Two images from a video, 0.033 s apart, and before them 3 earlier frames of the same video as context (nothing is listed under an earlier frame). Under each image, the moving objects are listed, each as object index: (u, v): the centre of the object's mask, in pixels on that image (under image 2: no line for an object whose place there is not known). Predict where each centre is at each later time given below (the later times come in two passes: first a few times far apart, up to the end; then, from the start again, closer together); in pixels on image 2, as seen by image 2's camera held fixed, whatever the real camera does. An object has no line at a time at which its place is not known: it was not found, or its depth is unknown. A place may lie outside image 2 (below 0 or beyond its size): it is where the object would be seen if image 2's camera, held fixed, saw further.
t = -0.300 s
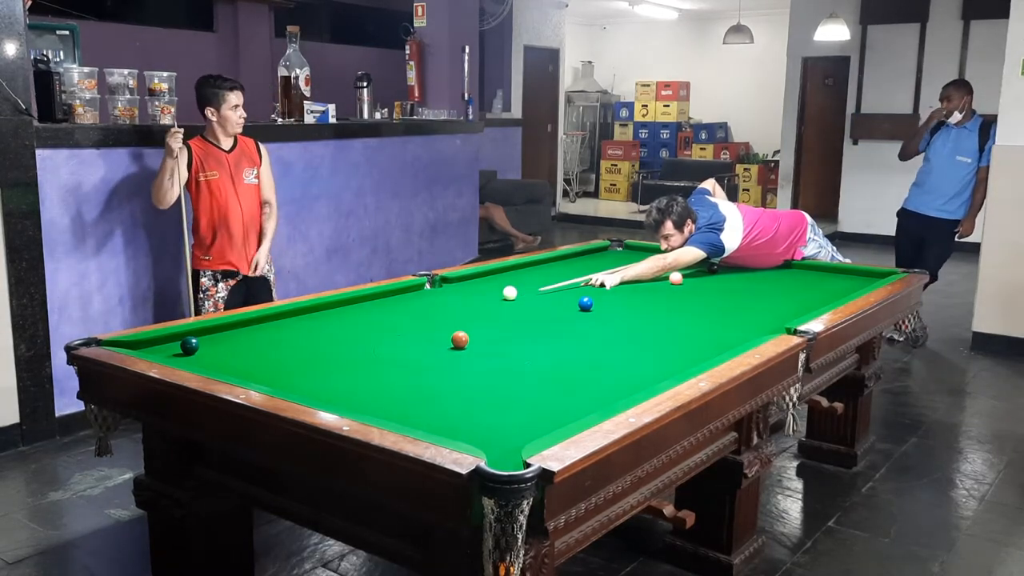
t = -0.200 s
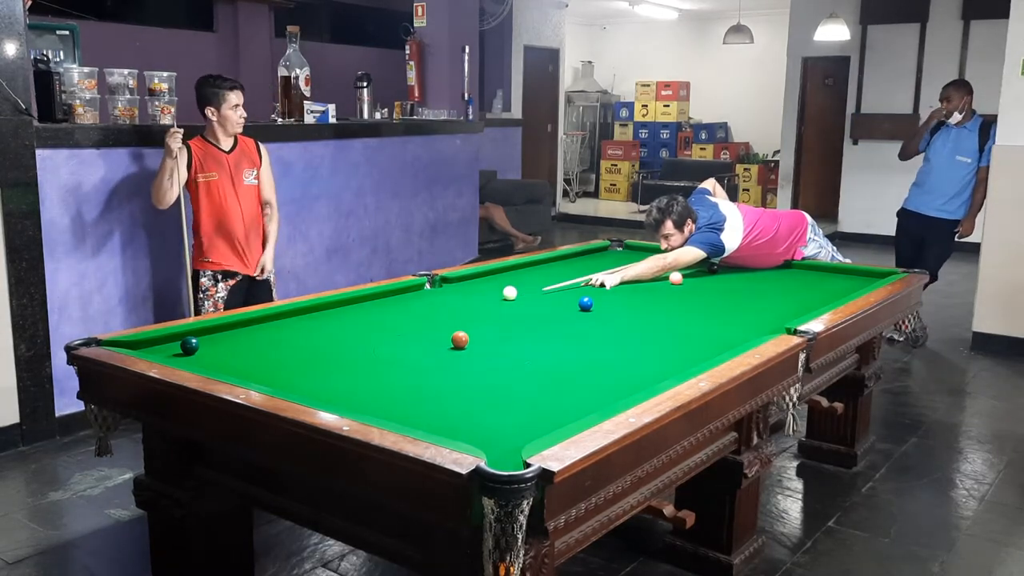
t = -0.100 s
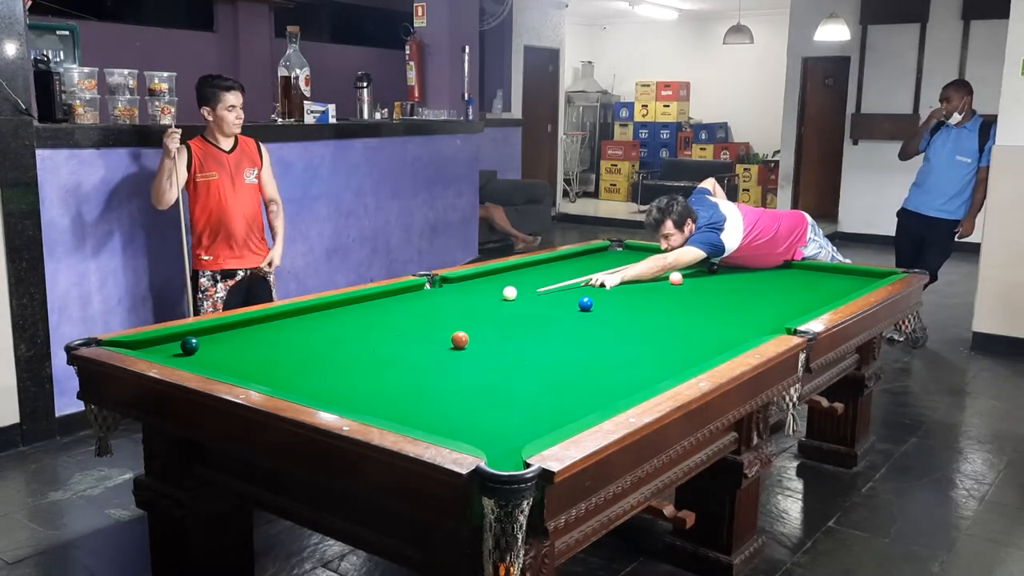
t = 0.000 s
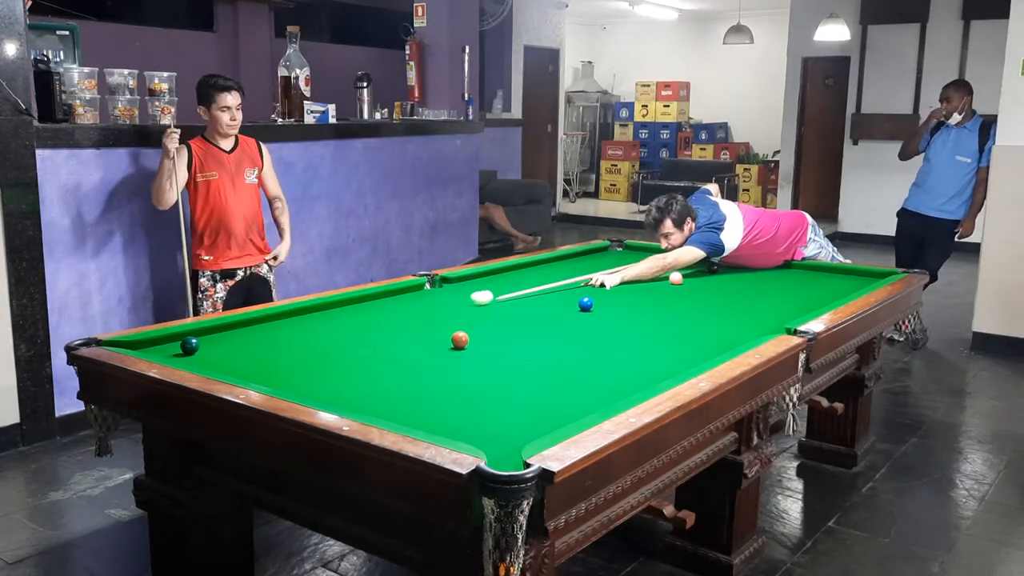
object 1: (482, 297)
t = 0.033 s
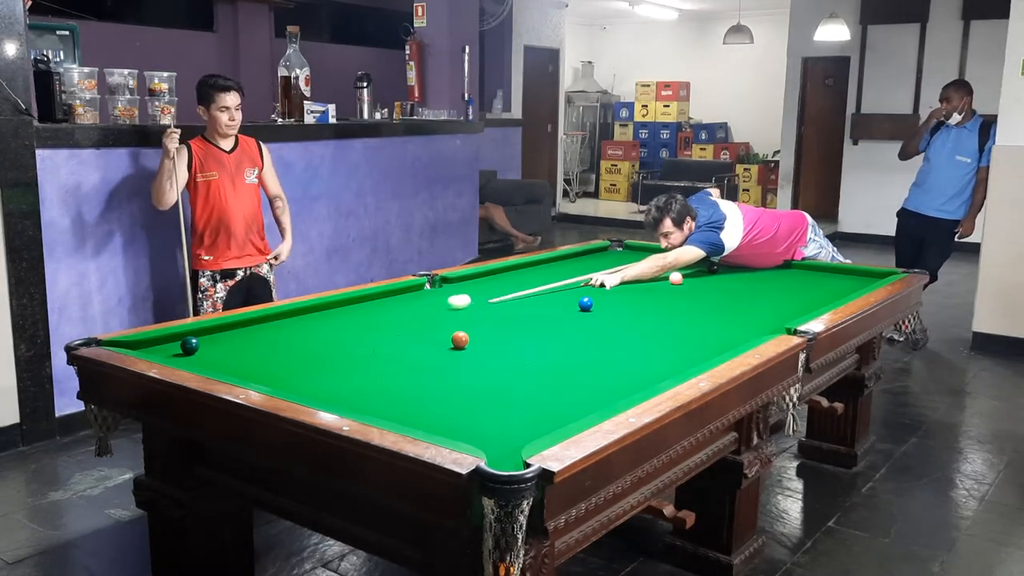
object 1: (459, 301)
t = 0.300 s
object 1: (262, 335)
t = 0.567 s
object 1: (194, 361)
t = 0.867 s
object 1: (273, 368)
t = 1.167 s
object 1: (353, 372)
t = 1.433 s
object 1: (421, 375)
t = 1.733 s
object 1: (496, 378)
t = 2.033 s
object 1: (567, 382)
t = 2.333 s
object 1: (634, 384)
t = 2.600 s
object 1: (639, 378)
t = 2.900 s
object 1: (624, 366)
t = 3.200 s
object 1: (610, 356)
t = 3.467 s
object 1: (601, 349)
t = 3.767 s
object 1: (591, 342)
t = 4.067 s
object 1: (584, 337)
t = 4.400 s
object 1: (576, 332)
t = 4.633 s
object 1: (573, 330)
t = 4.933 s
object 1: (569, 327)
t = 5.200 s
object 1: (567, 326)
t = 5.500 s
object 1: (566, 326)
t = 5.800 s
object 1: (566, 326)
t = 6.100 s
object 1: (566, 326)
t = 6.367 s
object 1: (566, 326)
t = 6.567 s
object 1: (567, 326)
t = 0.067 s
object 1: (436, 305)
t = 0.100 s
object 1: (412, 309)
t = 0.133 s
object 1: (388, 313)
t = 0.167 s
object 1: (363, 318)
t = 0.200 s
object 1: (338, 322)
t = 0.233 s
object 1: (313, 326)
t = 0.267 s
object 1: (287, 331)
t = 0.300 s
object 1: (262, 335)
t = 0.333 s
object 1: (235, 340)
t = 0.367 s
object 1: (210, 345)
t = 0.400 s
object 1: (206, 348)
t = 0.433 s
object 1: (203, 352)
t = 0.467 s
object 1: (200, 355)
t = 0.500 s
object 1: (198, 358)
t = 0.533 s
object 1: (196, 359)
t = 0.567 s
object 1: (194, 361)
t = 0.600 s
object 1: (199, 362)
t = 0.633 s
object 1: (209, 364)
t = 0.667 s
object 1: (218, 365)
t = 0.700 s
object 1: (227, 366)
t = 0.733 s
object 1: (236, 367)
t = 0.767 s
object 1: (245, 367)
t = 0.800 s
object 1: (254, 368)
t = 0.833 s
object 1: (263, 368)
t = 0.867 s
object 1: (273, 368)
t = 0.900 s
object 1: (282, 369)
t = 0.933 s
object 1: (290, 369)
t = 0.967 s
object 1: (300, 370)
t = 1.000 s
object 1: (308, 370)
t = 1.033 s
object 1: (317, 371)
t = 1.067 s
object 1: (326, 371)
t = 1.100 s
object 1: (335, 371)
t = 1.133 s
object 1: (344, 372)
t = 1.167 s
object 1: (353, 372)
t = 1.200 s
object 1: (362, 373)
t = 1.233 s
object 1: (371, 373)
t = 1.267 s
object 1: (379, 373)
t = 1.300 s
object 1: (387, 374)
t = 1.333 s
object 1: (395, 374)
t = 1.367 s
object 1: (404, 375)
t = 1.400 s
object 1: (412, 375)
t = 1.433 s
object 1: (421, 375)
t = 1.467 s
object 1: (430, 376)
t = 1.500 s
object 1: (438, 376)
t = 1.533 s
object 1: (447, 376)
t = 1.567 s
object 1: (455, 377)
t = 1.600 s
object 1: (463, 377)
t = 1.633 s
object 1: (471, 377)
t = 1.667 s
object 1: (480, 378)
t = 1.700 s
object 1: (488, 378)
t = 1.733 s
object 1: (496, 378)
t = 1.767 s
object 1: (504, 379)
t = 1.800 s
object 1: (512, 379)
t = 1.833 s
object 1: (520, 379)
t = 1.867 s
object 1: (527, 380)
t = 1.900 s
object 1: (536, 380)
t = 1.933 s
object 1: (543, 381)
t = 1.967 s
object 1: (551, 381)
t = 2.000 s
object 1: (559, 381)
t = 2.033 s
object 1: (567, 382)
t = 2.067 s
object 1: (574, 382)
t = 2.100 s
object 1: (582, 382)
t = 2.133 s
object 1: (590, 383)
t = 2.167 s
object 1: (597, 383)
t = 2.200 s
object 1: (605, 383)
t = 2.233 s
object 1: (612, 384)
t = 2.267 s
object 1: (620, 384)
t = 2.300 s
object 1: (627, 384)
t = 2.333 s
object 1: (634, 384)
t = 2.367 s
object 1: (641, 383)
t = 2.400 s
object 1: (648, 382)
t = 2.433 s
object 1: (648, 381)
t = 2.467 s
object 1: (646, 380)
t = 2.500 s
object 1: (645, 380)
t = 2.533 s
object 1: (643, 379)
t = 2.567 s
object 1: (641, 378)
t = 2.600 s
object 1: (639, 378)
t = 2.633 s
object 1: (638, 376)
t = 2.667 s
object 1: (636, 375)
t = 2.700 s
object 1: (634, 373)
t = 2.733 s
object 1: (632, 372)
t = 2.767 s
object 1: (630, 370)
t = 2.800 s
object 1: (629, 369)
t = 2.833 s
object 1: (627, 368)
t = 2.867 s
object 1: (625, 367)
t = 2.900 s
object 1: (624, 366)
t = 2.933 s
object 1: (622, 365)
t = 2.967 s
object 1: (620, 363)
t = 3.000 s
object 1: (619, 362)
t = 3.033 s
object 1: (617, 361)
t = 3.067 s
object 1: (616, 360)
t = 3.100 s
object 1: (615, 359)
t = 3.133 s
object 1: (613, 358)
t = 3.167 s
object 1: (612, 357)
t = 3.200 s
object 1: (610, 356)
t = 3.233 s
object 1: (609, 355)
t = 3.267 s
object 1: (608, 354)
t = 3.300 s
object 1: (606, 353)
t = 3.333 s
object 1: (605, 352)
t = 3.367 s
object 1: (604, 351)
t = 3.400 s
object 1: (603, 351)
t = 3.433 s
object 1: (602, 350)
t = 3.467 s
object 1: (601, 349)
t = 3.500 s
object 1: (599, 348)
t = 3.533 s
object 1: (599, 347)
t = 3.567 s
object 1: (597, 347)
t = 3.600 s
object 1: (596, 346)
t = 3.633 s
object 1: (595, 345)
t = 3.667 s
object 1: (594, 344)
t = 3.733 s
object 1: (592, 343)
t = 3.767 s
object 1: (591, 342)
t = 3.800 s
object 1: (590, 342)
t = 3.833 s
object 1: (589, 341)
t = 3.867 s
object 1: (588, 340)
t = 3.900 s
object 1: (588, 340)
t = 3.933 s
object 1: (587, 339)
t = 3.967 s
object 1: (586, 339)
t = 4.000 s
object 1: (585, 338)
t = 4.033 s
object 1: (584, 338)
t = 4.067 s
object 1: (584, 337)
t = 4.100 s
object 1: (582, 336)
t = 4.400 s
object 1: (576, 332)
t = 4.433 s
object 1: (576, 332)
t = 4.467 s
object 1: (575, 332)
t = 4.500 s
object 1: (575, 331)
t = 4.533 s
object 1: (575, 331)
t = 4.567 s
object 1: (574, 331)
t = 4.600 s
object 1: (574, 330)
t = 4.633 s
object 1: (573, 330)
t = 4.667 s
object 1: (573, 330)
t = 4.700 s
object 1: (572, 329)
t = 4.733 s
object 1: (572, 329)
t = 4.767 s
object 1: (571, 329)
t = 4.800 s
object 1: (571, 328)
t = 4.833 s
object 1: (570, 328)
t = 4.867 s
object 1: (570, 328)
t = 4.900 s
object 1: (570, 328)
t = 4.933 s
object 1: (569, 327)
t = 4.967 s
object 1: (569, 327)
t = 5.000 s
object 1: (569, 327)
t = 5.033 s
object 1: (568, 327)
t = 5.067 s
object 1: (568, 327)
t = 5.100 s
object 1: (568, 326)
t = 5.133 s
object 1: (568, 326)
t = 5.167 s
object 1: (567, 326)
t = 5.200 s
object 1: (567, 326)
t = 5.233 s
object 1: (567, 326)
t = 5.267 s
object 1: (567, 326)
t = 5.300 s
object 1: (567, 326)
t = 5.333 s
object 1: (567, 326)
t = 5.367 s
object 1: (566, 326)
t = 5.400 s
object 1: (566, 326)
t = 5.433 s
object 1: (566, 326)
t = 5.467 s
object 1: (566, 326)
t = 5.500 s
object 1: (566, 326)
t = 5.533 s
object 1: (566, 326)
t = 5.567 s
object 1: (566, 326)
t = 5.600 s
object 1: (566, 326)
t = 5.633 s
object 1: (566, 326)
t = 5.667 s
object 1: (566, 326)
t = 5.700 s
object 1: (566, 326)
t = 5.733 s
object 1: (566, 326)
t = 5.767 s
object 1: (566, 326)
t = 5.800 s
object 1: (566, 326)
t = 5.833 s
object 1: (566, 326)
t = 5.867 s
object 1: (566, 326)
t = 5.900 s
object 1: (566, 326)
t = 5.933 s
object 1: (566, 326)
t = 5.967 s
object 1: (566, 326)
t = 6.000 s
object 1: (566, 326)
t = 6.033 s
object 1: (566, 326)
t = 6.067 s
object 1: (566, 326)
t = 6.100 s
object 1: (566, 326)
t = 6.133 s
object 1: (566, 326)
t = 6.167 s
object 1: (566, 326)
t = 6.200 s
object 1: (566, 326)
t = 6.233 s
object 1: (566, 326)
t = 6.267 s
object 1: (566, 326)
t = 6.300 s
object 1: (566, 326)
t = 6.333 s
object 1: (566, 326)
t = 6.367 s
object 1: (566, 326)
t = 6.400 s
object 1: (566, 326)
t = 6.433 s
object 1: (566, 326)
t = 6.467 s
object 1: (566, 326)
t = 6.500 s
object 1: (567, 326)
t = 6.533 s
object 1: (567, 326)
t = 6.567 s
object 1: (567, 326)
